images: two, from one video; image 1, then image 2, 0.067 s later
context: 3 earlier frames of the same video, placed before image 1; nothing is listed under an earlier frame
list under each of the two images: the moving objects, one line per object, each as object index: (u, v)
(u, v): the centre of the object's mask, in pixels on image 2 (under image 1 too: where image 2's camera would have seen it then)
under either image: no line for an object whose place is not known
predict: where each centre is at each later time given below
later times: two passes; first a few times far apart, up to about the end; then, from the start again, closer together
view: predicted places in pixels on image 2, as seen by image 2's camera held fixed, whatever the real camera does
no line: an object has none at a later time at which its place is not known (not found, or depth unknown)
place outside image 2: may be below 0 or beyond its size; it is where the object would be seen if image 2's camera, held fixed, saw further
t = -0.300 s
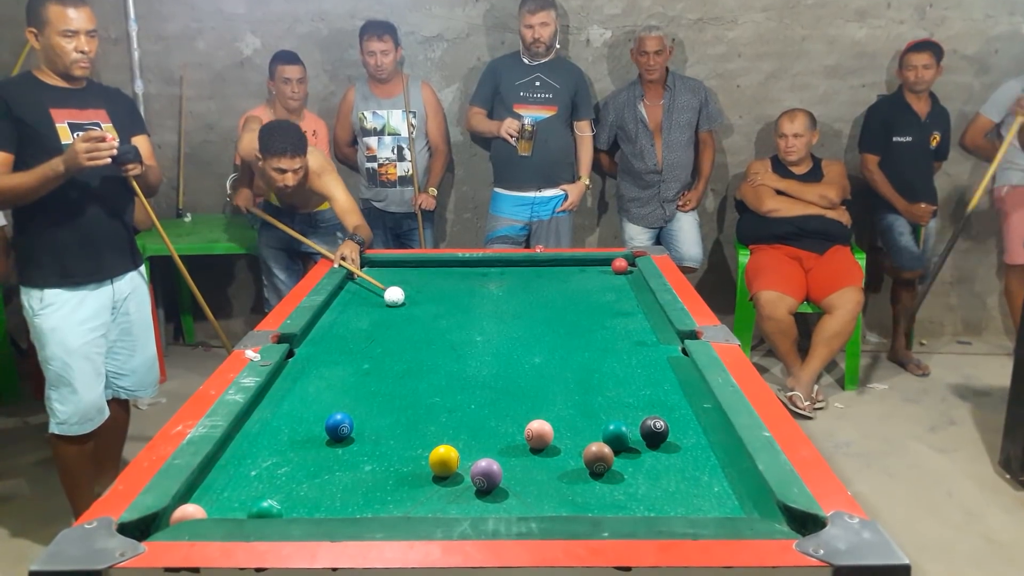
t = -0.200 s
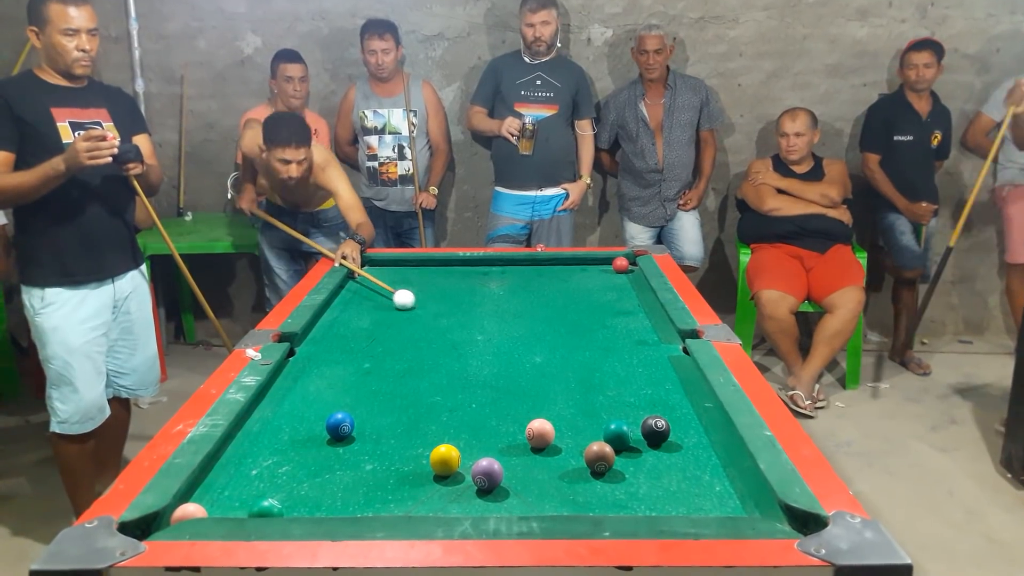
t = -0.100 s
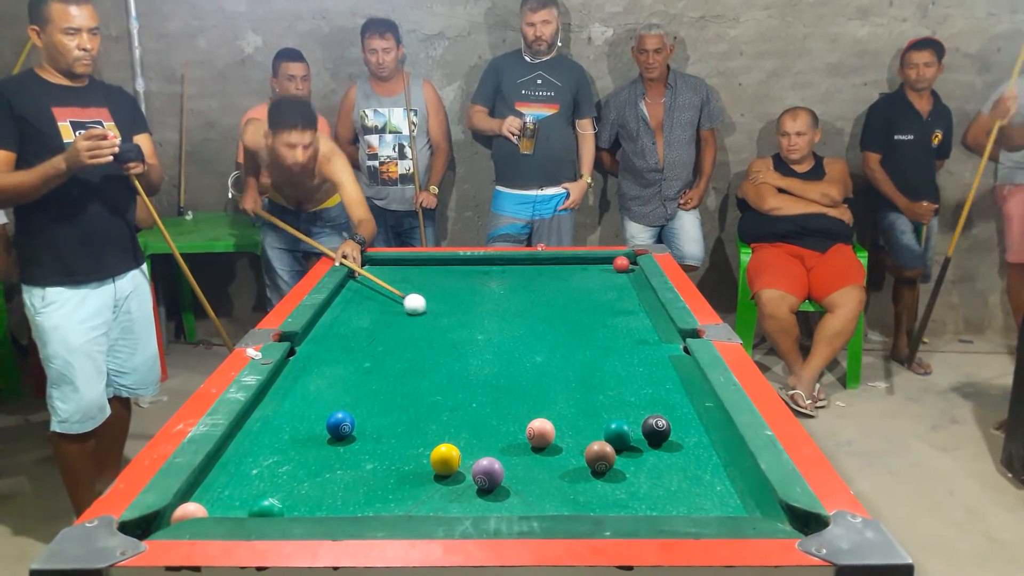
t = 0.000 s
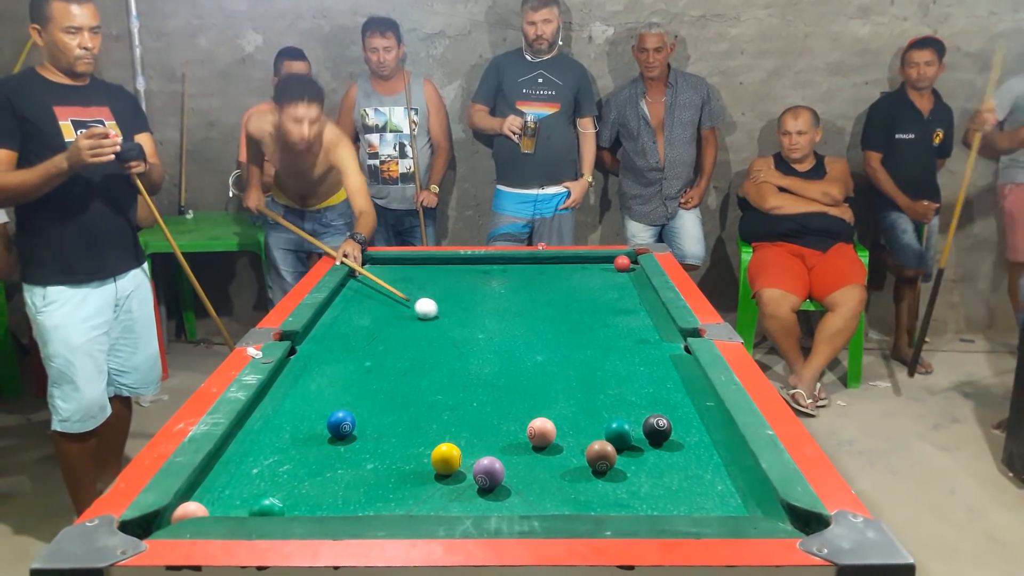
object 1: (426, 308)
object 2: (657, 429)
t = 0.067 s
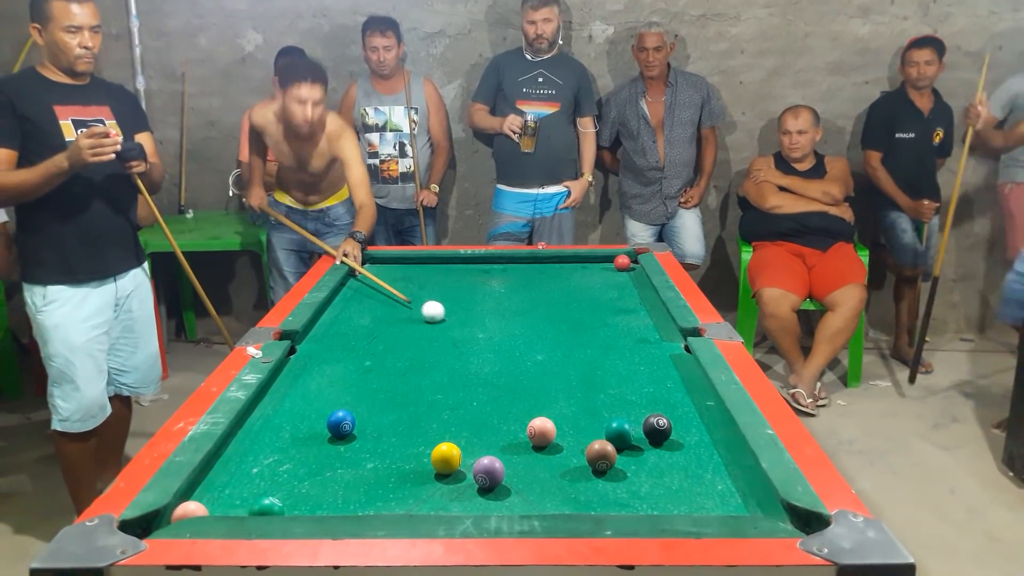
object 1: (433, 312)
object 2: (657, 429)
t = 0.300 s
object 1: (459, 325)
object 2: (657, 429)
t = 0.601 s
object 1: (493, 344)
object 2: (657, 429)
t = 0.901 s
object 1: (530, 363)
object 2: (657, 429)
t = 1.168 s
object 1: (566, 382)
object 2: (657, 429)
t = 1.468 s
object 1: (609, 404)
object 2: (657, 429)
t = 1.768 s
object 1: (640, 420)
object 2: (673, 436)
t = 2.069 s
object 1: (648, 427)
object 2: (708, 451)
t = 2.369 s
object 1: (655, 432)
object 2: (739, 464)
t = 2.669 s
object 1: (660, 434)
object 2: (729, 474)
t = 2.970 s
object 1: (660, 434)
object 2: (720, 478)
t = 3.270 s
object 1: (660, 434)
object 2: (714, 481)
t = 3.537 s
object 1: (660, 434)
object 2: (710, 481)
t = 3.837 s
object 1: (660, 434)
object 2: (711, 481)
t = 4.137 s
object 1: (660, 434)
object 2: (711, 481)
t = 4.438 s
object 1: (660, 434)
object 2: (711, 482)
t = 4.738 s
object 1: (660, 434)
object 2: (711, 482)
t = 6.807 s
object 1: (660, 434)
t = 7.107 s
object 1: (660, 434)
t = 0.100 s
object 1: (436, 314)
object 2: (657, 429)
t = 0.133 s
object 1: (440, 316)
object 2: (657, 429)
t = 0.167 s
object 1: (444, 318)
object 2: (657, 429)
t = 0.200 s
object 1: (448, 320)
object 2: (657, 429)
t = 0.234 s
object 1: (451, 321)
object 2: (657, 429)
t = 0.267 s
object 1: (455, 323)
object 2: (657, 429)
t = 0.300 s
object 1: (459, 325)
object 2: (657, 429)
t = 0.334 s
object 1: (462, 327)
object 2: (657, 429)
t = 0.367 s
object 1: (466, 329)
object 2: (657, 429)
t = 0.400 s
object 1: (470, 331)
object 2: (657, 429)
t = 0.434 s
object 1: (474, 333)
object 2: (657, 429)
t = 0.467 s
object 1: (478, 335)
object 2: (657, 429)
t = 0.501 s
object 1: (481, 337)
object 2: (657, 429)
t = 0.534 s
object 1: (485, 339)
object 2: (657, 429)
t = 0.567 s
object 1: (489, 341)
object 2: (657, 429)
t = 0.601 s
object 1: (493, 344)
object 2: (657, 429)
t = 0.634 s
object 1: (497, 346)
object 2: (657, 429)
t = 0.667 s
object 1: (501, 348)
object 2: (657, 429)
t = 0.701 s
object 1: (505, 350)
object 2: (657, 429)
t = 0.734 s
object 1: (509, 352)
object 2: (657, 429)
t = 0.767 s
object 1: (514, 354)
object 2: (657, 429)
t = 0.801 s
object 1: (518, 357)
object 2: (657, 429)
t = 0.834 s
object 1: (522, 359)
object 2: (657, 429)
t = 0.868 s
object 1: (526, 361)
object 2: (657, 429)
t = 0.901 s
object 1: (530, 363)
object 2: (657, 429)
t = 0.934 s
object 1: (535, 365)
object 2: (657, 429)
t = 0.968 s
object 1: (539, 368)
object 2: (657, 429)
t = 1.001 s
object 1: (543, 370)
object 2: (657, 429)
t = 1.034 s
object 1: (548, 372)
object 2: (657, 429)
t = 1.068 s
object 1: (552, 375)
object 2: (657, 429)
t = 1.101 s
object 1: (557, 377)
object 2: (657, 429)
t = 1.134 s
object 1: (561, 379)
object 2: (657, 429)
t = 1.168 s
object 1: (566, 382)
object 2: (657, 429)
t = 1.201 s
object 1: (570, 384)
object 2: (657, 429)
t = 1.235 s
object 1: (575, 387)
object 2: (657, 429)
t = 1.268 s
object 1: (580, 389)
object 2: (657, 429)
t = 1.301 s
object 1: (584, 392)
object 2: (657, 429)
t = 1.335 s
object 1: (589, 394)
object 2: (657, 429)
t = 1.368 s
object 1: (594, 396)
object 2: (657, 429)
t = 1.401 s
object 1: (599, 399)
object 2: (657, 429)
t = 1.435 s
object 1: (604, 401)
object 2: (657, 429)
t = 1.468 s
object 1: (609, 404)
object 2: (657, 429)
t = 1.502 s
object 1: (613, 406)
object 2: (657, 429)
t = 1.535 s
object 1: (618, 407)
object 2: (657, 429)
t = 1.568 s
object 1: (624, 409)
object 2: (657, 429)
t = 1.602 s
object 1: (629, 412)
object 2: (657, 429)
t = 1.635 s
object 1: (634, 415)
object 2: (657, 429)
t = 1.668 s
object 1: (636, 416)
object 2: (661, 431)
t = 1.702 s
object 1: (637, 417)
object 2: (665, 433)
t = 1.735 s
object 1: (639, 419)
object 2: (669, 434)
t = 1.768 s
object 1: (640, 420)
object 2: (673, 436)
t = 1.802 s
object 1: (640, 420)
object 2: (677, 438)
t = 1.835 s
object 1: (642, 421)
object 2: (681, 439)
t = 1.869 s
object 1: (643, 422)
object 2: (685, 441)
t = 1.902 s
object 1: (644, 423)
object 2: (689, 443)
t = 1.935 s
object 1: (644, 424)
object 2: (692, 444)
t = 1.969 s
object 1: (645, 425)
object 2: (696, 446)
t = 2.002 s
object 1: (646, 426)
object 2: (700, 448)
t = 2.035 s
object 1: (647, 426)
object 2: (704, 450)
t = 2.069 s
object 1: (648, 427)
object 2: (708, 451)
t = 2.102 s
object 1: (649, 428)
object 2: (712, 453)
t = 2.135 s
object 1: (650, 428)
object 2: (715, 455)
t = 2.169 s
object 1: (650, 429)
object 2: (719, 456)
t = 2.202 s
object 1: (651, 429)
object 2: (723, 458)
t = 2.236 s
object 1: (652, 430)
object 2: (726, 460)
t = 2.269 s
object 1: (653, 431)
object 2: (730, 461)
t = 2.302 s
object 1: (653, 431)
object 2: (733, 463)
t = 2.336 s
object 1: (654, 431)
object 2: (737, 464)
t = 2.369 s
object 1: (655, 432)
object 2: (739, 464)
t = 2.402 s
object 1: (655, 432)
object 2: (738, 465)
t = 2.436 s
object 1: (656, 433)
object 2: (737, 468)
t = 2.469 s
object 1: (657, 433)
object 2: (736, 469)
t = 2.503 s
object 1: (657, 433)
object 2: (735, 469)
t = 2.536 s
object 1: (658, 433)
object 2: (734, 471)
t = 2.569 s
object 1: (659, 434)
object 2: (733, 471)
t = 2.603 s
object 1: (659, 434)
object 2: (732, 472)
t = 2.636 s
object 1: (660, 434)
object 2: (730, 473)
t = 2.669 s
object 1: (660, 434)
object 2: (729, 474)
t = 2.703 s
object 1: (660, 434)
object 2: (728, 474)
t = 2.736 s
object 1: (660, 434)
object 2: (727, 475)
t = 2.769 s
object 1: (660, 434)
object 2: (726, 476)
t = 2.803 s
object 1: (661, 434)
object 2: (725, 476)
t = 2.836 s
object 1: (661, 434)
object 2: (724, 477)
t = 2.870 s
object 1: (660, 434)
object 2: (723, 477)
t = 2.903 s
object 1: (660, 434)
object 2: (722, 478)
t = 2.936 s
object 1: (660, 434)
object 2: (721, 477)
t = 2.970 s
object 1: (660, 434)
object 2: (720, 478)
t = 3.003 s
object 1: (660, 434)
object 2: (719, 478)
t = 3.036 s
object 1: (660, 434)
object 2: (719, 479)
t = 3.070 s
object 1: (660, 434)
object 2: (718, 480)
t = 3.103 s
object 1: (660, 434)
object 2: (717, 480)
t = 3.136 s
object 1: (660, 434)
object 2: (716, 480)
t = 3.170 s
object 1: (660, 434)
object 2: (716, 481)
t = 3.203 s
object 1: (660, 434)
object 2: (715, 480)
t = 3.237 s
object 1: (660, 434)
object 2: (714, 481)
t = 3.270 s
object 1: (660, 434)
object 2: (714, 481)
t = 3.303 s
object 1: (660, 434)
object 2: (713, 481)
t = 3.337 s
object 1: (661, 434)
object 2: (712, 481)
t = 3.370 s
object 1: (660, 434)
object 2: (712, 481)
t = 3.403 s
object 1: (660, 434)
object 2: (711, 481)
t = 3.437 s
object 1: (660, 434)
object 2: (710, 481)
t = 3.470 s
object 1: (660, 434)
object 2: (710, 481)
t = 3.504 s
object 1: (661, 434)
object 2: (710, 481)
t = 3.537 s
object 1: (660, 434)
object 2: (710, 481)
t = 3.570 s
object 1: (661, 434)
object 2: (711, 481)
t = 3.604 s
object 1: (660, 434)
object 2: (711, 481)
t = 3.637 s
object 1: (660, 434)
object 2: (711, 481)
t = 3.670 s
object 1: (661, 434)
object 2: (712, 481)
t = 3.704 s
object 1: (661, 434)
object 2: (712, 481)
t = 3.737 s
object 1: (660, 434)
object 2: (712, 481)
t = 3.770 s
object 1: (660, 434)
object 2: (711, 481)
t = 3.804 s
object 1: (660, 434)
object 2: (711, 481)
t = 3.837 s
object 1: (660, 434)
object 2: (711, 481)
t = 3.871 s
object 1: (660, 434)
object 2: (711, 481)
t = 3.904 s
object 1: (660, 434)
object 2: (711, 481)
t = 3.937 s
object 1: (661, 434)
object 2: (711, 481)
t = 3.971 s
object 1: (660, 434)
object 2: (711, 481)
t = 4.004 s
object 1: (660, 434)
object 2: (711, 481)
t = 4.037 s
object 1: (660, 434)
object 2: (711, 481)
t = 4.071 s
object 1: (660, 434)
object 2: (711, 481)
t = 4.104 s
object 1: (660, 434)
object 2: (711, 481)
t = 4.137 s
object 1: (660, 434)
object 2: (711, 481)
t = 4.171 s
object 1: (661, 434)
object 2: (711, 481)
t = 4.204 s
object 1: (661, 434)
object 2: (711, 481)
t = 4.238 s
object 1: (660, 434)
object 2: (711, 481)
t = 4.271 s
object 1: (660, 434)
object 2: (711, 481)
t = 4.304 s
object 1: (661, 434)
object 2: (711, 481)
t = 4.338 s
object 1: (660, 434)
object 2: (711, 481)
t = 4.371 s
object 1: (660, 434)
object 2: (711, 482)
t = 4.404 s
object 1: (661, 434)
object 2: (711, 481)
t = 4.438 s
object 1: (660, 434)
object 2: (711, 482)
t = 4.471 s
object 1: (660, 434)
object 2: (711, 482)
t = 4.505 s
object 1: (661, 434)
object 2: (711, 481)
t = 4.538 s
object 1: (660, 434)
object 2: (711, 482)
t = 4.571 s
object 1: (660, 434)
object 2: (711, 482)
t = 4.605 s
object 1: (661, 434)
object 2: (711, 481)
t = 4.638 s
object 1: (661, 434)
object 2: (711, 482)
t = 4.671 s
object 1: (661, 434)
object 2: (711, 481)
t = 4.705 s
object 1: (661, 434)
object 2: (711, 481)
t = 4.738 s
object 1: (660, 434)
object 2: (711, 482)
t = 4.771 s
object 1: (661, 434)
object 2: (711, 481)
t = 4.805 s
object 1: (661, 434)
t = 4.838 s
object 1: (661, 434)
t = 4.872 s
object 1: (661, 434)
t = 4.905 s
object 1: (661, 434)
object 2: (711, 482)
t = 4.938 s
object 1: (661, 434)
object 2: (711, 481)
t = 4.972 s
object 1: (662, 434)
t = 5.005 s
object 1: (662, 435)
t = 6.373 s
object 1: (660, 434)
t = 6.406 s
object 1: (660, 434)
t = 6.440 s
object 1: (660, 434)
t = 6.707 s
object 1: (660, 434)
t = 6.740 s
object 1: (660, 434)
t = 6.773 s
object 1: (660, 434)
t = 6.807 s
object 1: (660, 434)
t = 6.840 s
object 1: (660, 434)
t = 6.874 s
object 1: (661, 434)
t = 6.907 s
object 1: (661, 434)
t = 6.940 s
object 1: (661, 434)
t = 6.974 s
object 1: (661, 434)
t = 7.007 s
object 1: (661, 434)
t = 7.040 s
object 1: (661, 434)
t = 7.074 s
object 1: (660, 434)
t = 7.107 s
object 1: (660, 434)
